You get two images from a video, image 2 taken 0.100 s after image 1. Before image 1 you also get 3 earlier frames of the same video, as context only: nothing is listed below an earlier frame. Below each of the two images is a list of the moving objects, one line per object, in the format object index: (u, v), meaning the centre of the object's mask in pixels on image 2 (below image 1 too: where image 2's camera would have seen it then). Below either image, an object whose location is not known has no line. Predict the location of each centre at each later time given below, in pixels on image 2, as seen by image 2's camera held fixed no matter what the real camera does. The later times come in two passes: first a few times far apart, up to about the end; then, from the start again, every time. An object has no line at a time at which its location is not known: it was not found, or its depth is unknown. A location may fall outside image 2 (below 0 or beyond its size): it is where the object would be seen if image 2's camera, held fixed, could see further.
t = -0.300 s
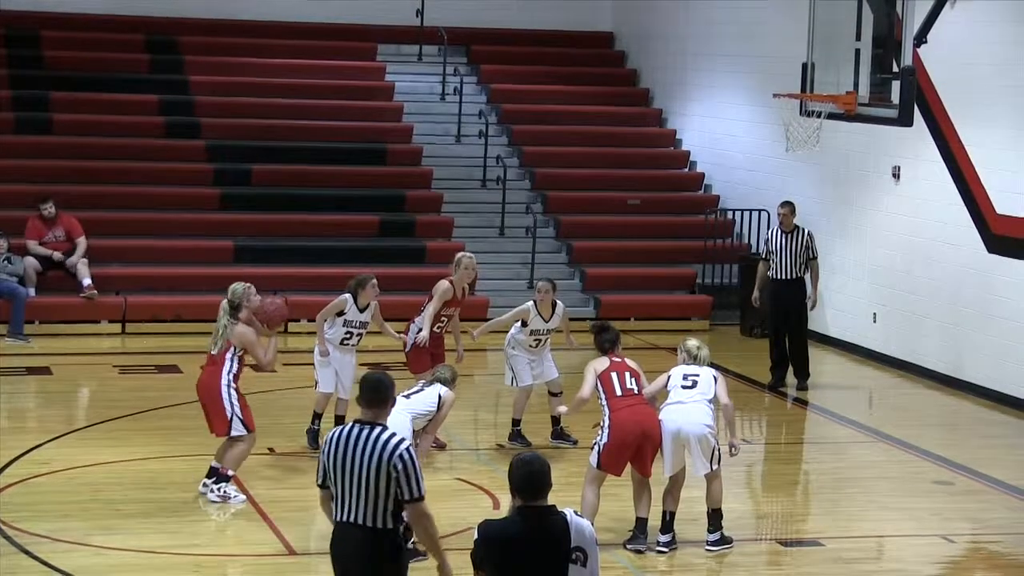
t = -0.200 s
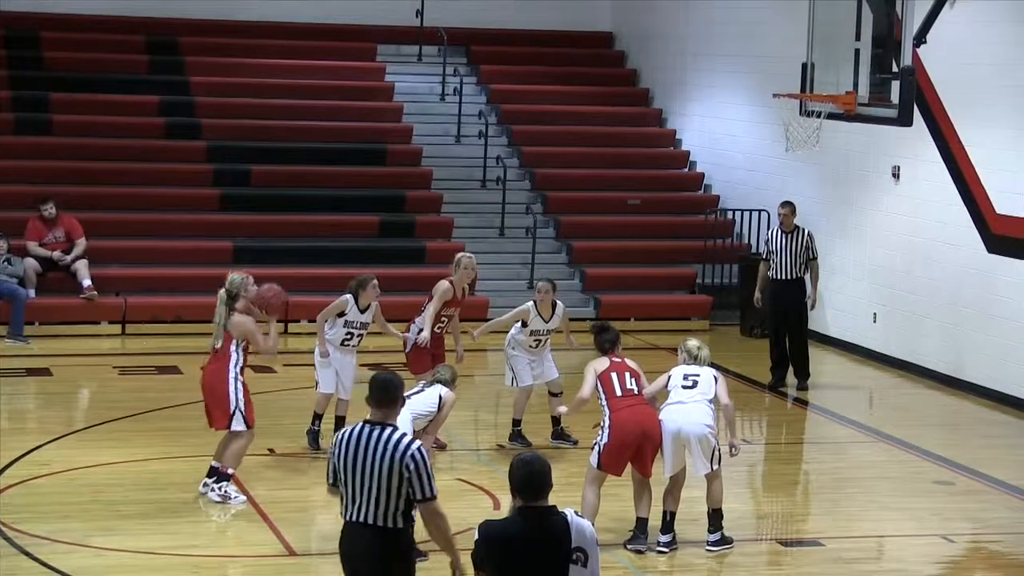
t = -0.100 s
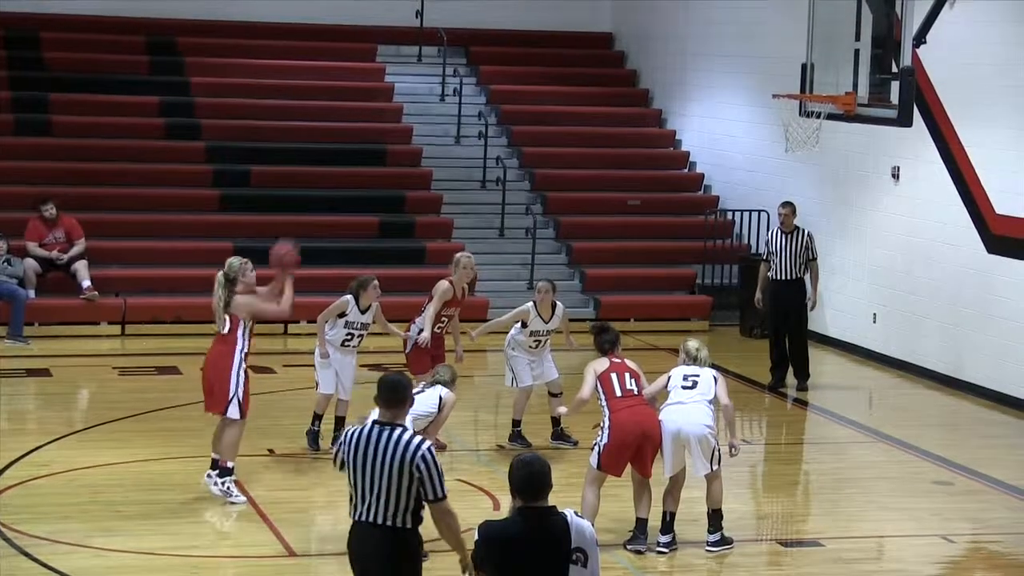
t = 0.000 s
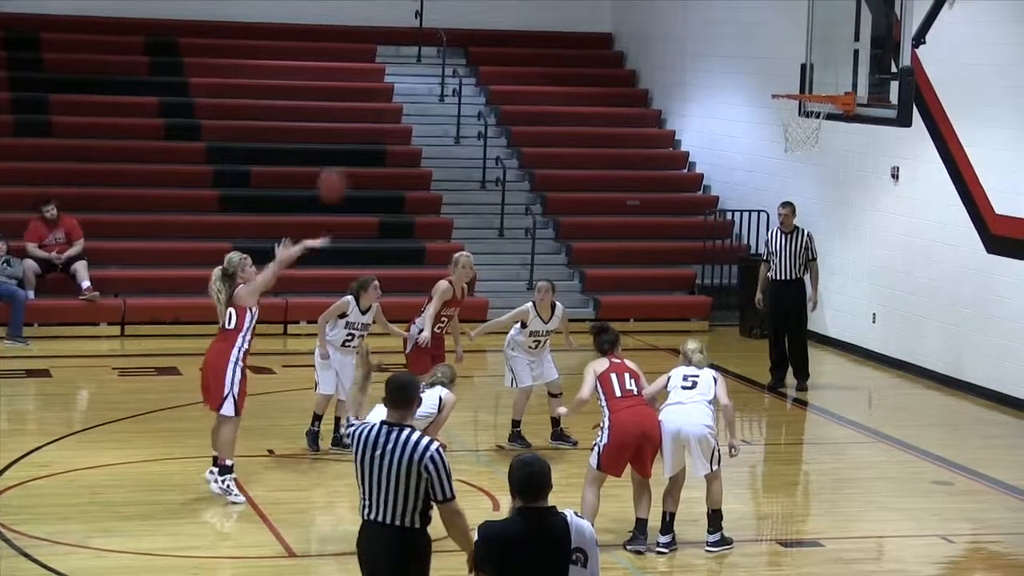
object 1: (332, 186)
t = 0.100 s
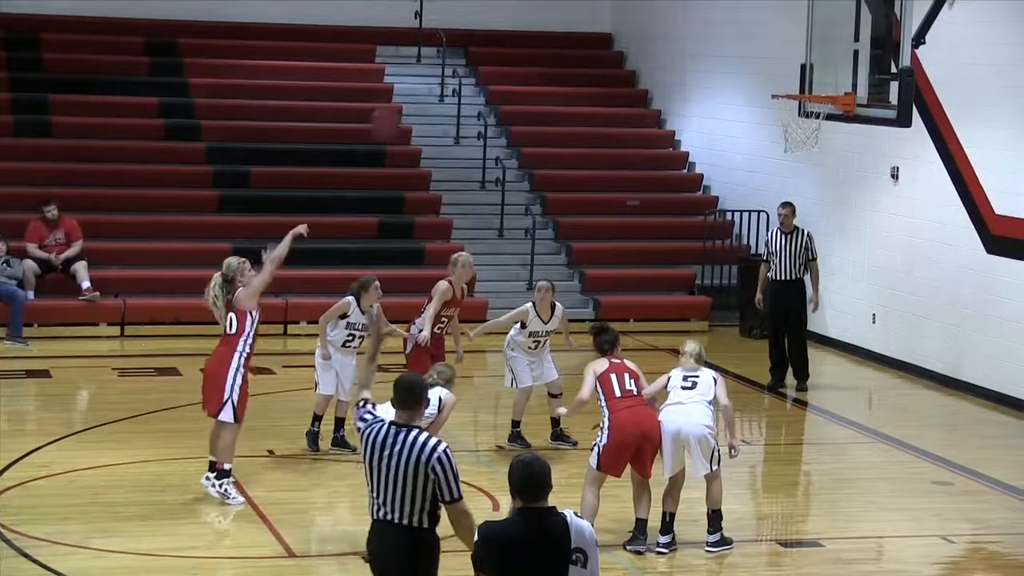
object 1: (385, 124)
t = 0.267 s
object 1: (476, 47)
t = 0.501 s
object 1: (592, 10)
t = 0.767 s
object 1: (717, 49)
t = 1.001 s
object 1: (704, 81)
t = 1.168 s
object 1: (633, 100)
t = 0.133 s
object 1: (405, 104)
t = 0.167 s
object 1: (421, 88)
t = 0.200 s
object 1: (439, 73)
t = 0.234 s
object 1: (459, 61)
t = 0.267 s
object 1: (476, 47)
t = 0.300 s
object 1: (492, 38)
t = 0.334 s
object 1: (507, 31)
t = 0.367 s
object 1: (521, 23)
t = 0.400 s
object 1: (542, 17)
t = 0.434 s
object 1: (559, 12)
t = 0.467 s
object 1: (575, 10)
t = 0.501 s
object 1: (592, 10)
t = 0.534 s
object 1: (608, 10)
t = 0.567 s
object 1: (624, 11)
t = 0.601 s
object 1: (640, 12)
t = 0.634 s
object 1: (656, 18)
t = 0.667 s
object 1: (672, 24)
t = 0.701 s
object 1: (687, 31)
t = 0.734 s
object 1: (703, 39)
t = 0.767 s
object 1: (717, 49)
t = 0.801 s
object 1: (733, 61)
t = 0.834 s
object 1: (748, 74)
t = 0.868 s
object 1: (761, 87)
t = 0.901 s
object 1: (749, 85)
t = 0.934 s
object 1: (734, 82)
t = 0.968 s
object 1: (719, 81)
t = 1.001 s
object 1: (704, 81)
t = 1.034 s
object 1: (690, 83)
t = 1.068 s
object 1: (675, 86)
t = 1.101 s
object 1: (660, 90)
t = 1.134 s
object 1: (646, 95)
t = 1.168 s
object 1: (633, 100)
